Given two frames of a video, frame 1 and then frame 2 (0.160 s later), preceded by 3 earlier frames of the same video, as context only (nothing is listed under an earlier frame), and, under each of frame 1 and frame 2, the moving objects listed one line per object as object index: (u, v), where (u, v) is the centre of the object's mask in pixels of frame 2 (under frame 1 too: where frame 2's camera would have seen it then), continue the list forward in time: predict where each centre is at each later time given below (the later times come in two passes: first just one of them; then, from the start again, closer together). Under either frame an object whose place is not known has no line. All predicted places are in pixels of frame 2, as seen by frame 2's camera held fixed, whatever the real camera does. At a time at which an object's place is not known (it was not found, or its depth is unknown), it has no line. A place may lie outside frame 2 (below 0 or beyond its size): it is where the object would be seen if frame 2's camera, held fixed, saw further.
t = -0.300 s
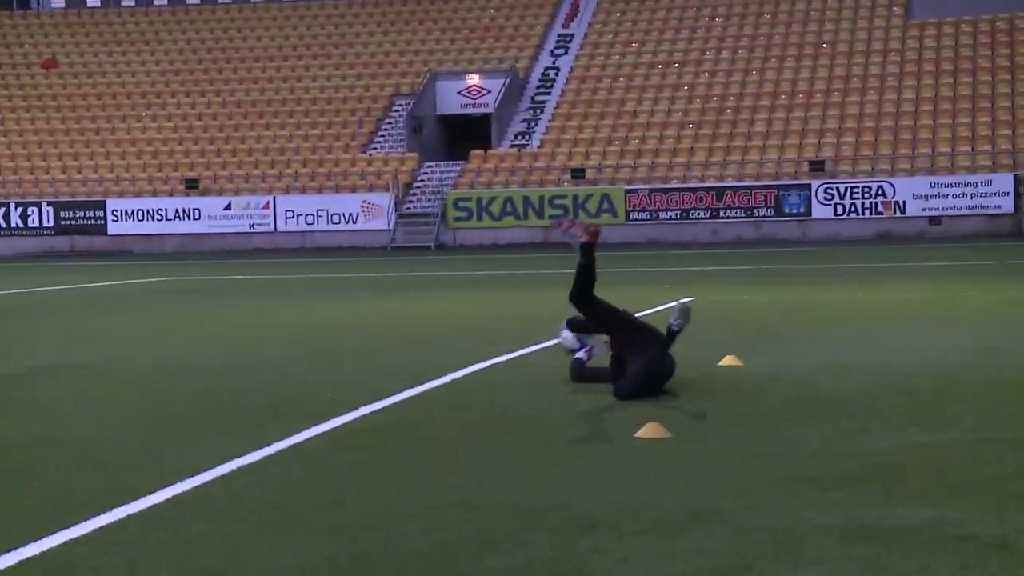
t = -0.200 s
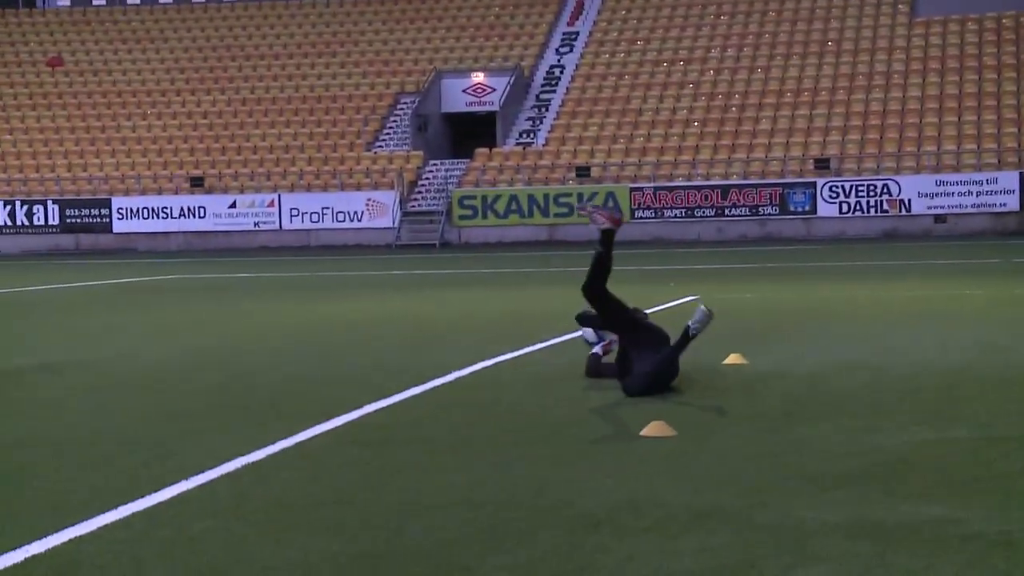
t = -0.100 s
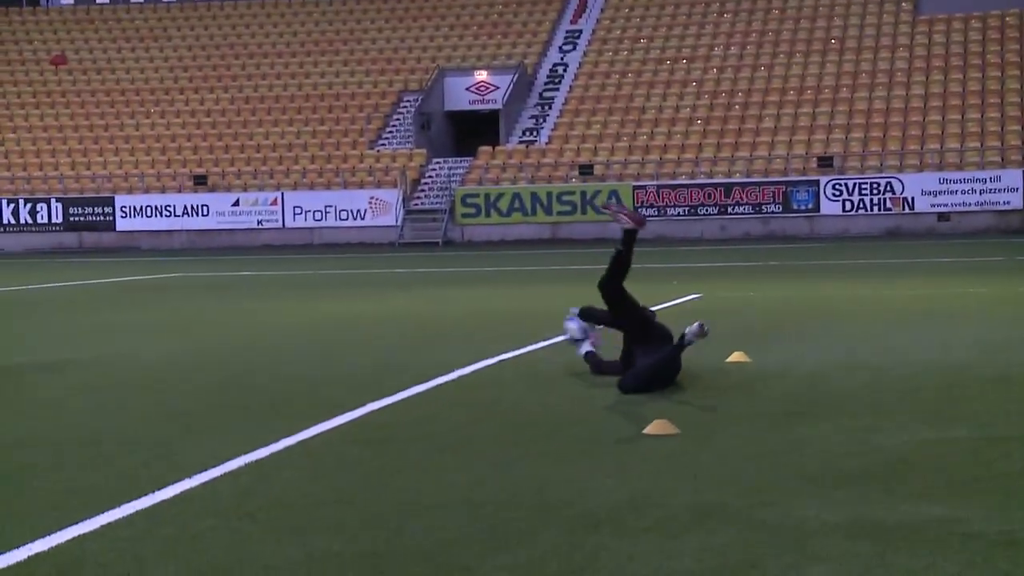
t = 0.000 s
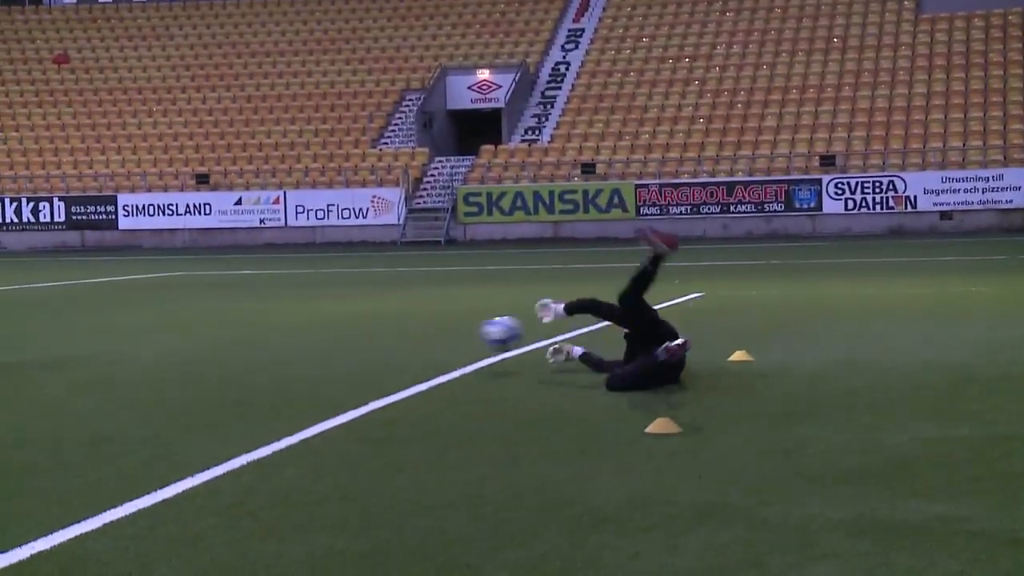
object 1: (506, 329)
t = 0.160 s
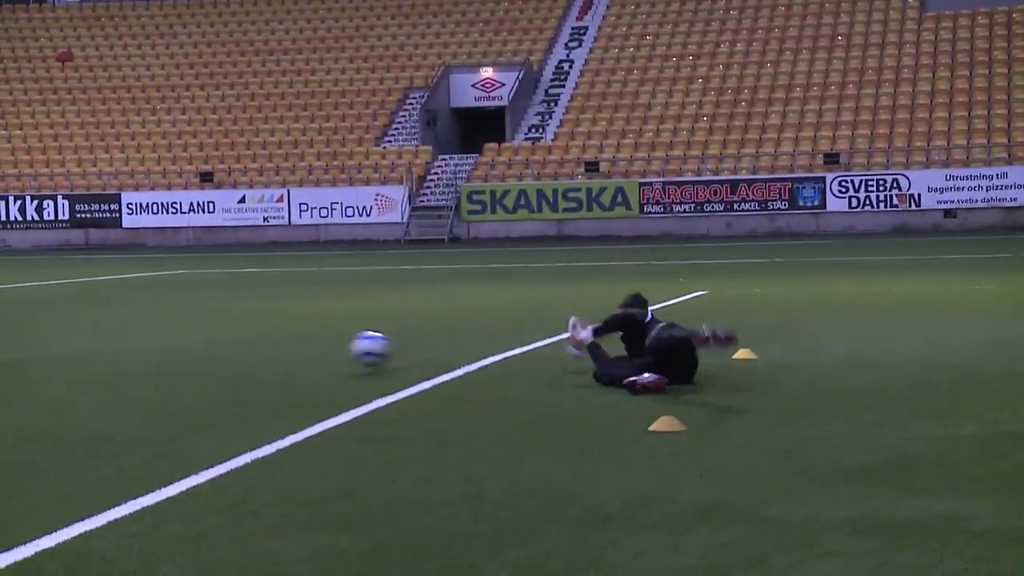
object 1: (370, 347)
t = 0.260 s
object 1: (297, 343)
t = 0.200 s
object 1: (340, 345)
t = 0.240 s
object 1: (312, 344)
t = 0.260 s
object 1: (297, 343)
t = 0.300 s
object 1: (268, 346)
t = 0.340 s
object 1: (238, 352)
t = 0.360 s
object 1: (223, 355)
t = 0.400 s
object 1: (193, 362)
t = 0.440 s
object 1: (170, 359)
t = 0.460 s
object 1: (159, 357)
